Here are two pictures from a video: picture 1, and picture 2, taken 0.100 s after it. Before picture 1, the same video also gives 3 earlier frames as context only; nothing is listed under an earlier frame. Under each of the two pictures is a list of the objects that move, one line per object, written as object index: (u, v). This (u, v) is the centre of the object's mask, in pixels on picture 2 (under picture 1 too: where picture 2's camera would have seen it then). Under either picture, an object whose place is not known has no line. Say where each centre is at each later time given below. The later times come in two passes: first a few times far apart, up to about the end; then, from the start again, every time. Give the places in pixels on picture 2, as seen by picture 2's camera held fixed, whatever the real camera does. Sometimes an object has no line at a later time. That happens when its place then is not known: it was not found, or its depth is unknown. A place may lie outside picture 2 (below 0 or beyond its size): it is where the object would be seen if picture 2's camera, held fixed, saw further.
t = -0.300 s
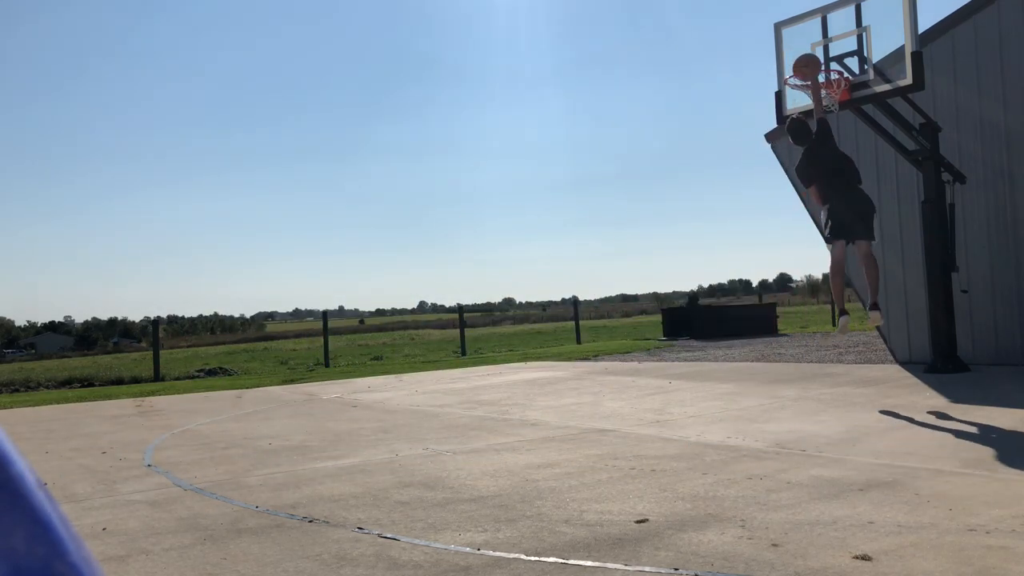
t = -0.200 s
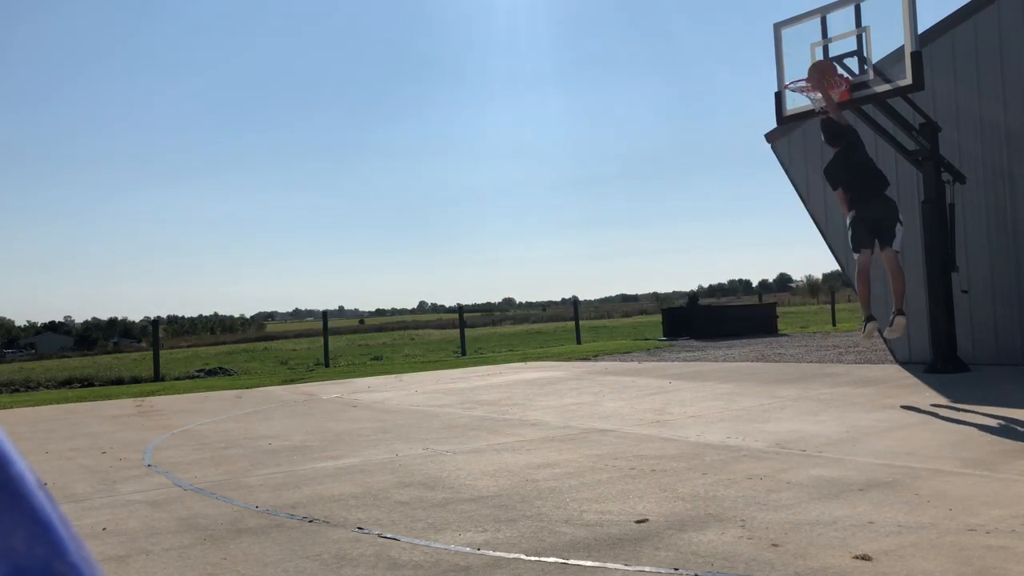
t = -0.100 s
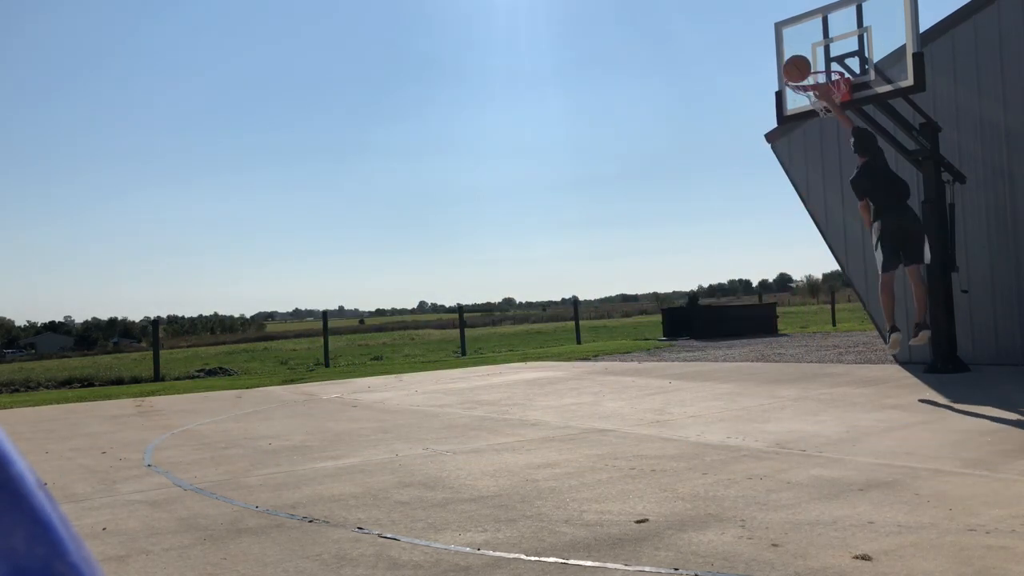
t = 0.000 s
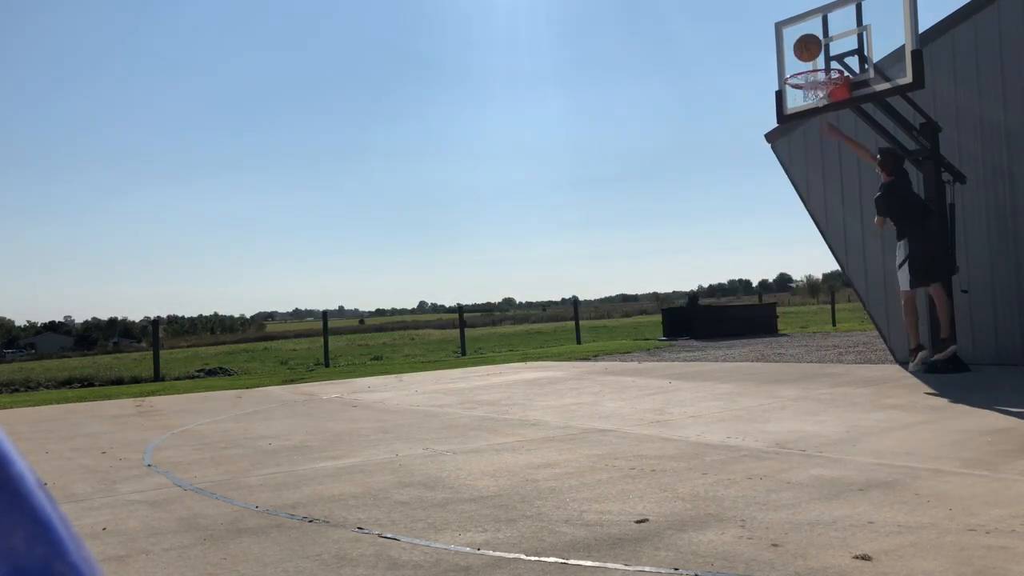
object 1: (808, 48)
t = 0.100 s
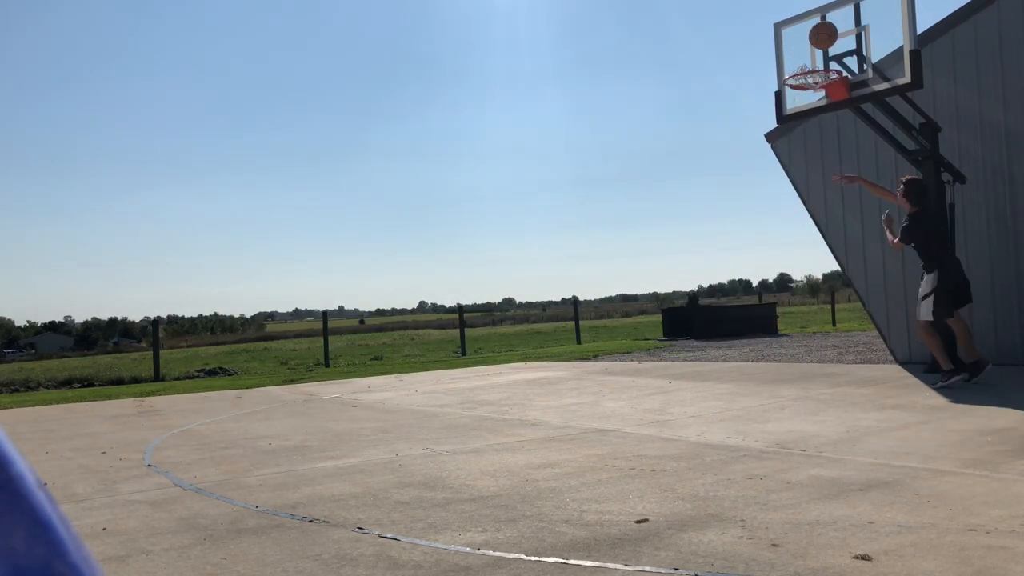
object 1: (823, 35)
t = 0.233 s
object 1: (838, 36)
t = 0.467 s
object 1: (849, 41)
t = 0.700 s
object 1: (868, 43)
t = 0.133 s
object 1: (828, 33)
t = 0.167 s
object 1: (833, 33)
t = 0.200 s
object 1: (838, 34)
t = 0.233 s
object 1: (838, 36)
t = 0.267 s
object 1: (839, 39)
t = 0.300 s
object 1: (841, 44)
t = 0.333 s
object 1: (842, 49)
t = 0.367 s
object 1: (843, 56)
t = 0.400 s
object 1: (844, 51)
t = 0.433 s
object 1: (846, 45)
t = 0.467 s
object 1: (849, 41)
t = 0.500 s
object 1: (851, 37)
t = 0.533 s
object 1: (854, 35)
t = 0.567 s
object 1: (856, 34)
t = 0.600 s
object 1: (859, 34)
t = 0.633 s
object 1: (862, 35)
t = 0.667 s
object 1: (865, 39)
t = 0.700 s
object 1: (868, 43)
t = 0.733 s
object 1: (871, 48)
